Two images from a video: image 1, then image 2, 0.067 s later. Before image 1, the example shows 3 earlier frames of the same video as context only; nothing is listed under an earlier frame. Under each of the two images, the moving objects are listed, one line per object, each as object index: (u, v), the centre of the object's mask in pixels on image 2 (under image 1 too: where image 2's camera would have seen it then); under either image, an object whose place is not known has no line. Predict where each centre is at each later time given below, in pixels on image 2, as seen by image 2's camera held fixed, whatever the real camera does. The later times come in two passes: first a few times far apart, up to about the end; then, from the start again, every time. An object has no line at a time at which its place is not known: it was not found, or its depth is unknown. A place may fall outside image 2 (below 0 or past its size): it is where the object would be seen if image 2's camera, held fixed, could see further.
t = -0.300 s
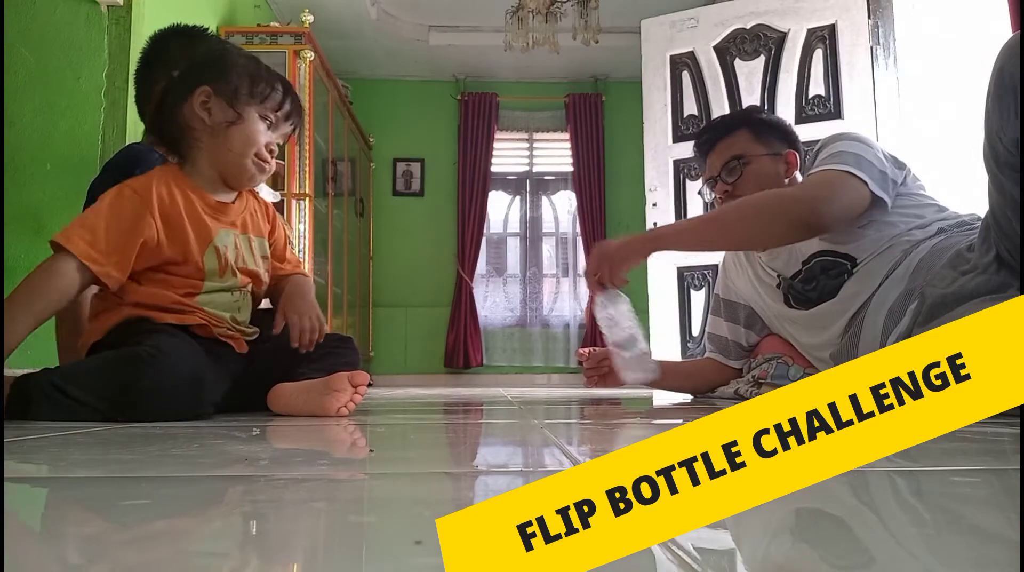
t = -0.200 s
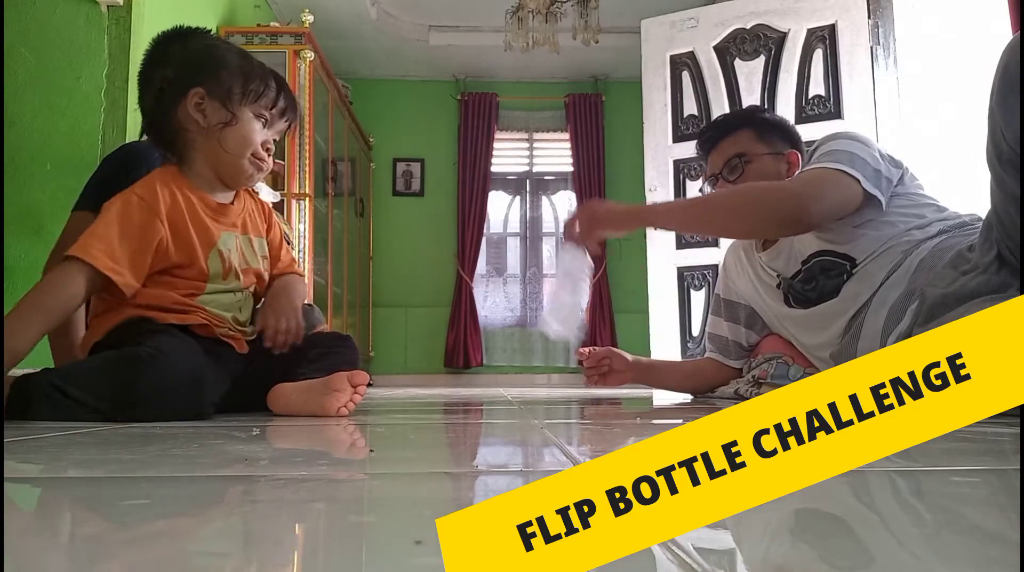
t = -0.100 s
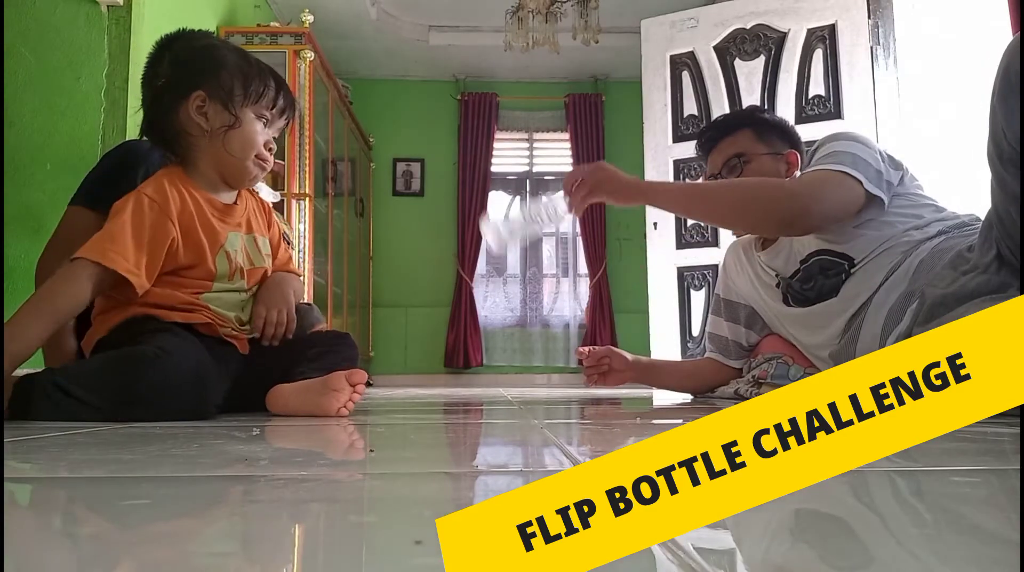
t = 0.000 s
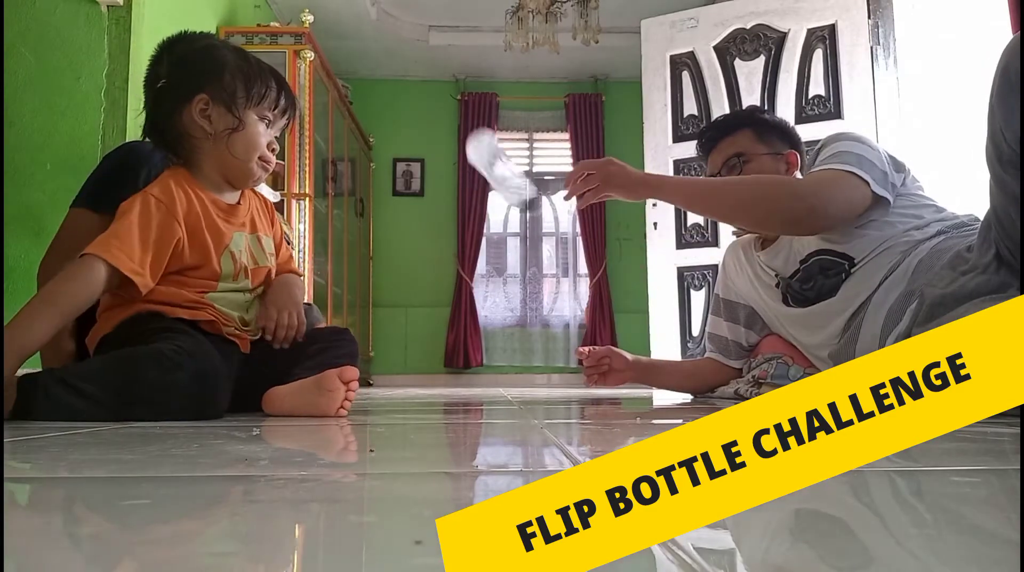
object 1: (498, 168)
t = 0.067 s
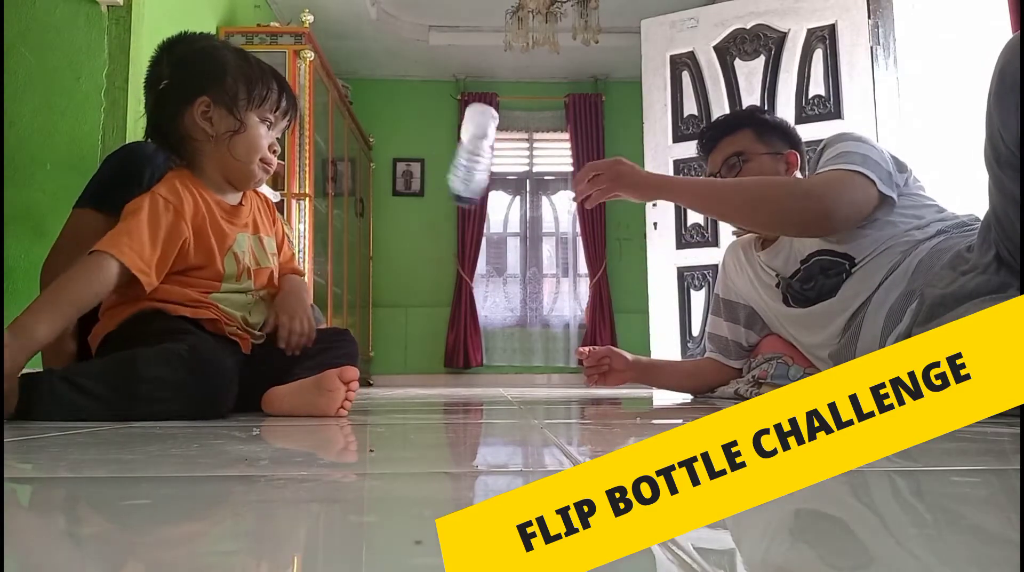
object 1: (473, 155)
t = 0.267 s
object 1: (438, 180)
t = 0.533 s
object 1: (417, 352)
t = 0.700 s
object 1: (414, 351)
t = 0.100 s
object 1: (461, 148)
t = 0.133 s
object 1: (453, 142)
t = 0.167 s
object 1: (446, 141)
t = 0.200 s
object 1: (443, 147)
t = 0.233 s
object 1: (441, 160)
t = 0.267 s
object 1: (438, 180)
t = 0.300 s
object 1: (436, 207)
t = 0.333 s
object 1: (434, 242)
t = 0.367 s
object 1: (430, 283)
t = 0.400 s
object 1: (426, 329)
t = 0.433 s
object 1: (425, 353)
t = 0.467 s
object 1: (421, 351)
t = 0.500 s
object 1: (418, 352)
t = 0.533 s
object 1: (417, 352)
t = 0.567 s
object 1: (415, 351)
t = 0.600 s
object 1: (414, 352)
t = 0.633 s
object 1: (414, 351)
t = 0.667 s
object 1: (414, 352)
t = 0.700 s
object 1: (414, 351)
